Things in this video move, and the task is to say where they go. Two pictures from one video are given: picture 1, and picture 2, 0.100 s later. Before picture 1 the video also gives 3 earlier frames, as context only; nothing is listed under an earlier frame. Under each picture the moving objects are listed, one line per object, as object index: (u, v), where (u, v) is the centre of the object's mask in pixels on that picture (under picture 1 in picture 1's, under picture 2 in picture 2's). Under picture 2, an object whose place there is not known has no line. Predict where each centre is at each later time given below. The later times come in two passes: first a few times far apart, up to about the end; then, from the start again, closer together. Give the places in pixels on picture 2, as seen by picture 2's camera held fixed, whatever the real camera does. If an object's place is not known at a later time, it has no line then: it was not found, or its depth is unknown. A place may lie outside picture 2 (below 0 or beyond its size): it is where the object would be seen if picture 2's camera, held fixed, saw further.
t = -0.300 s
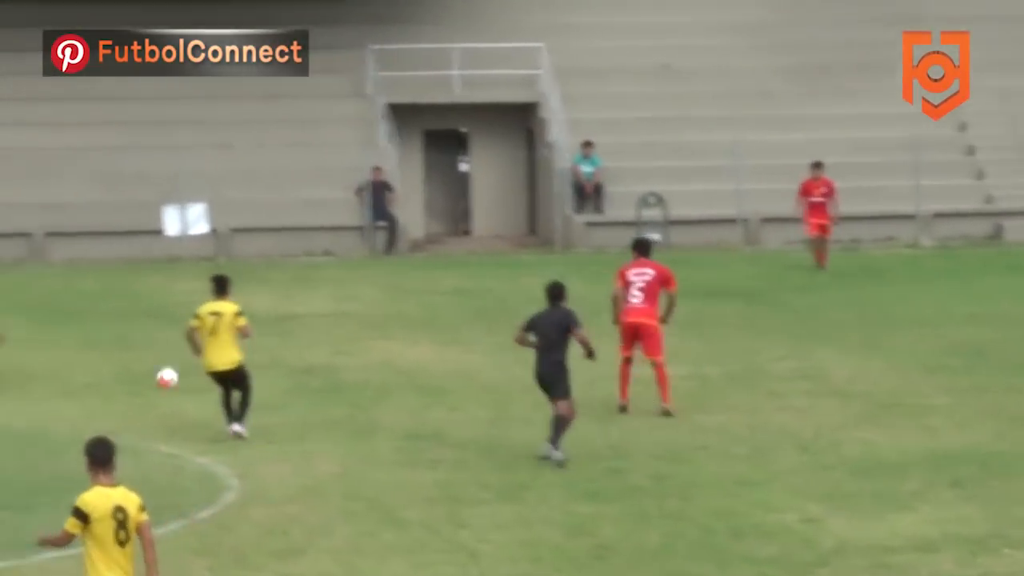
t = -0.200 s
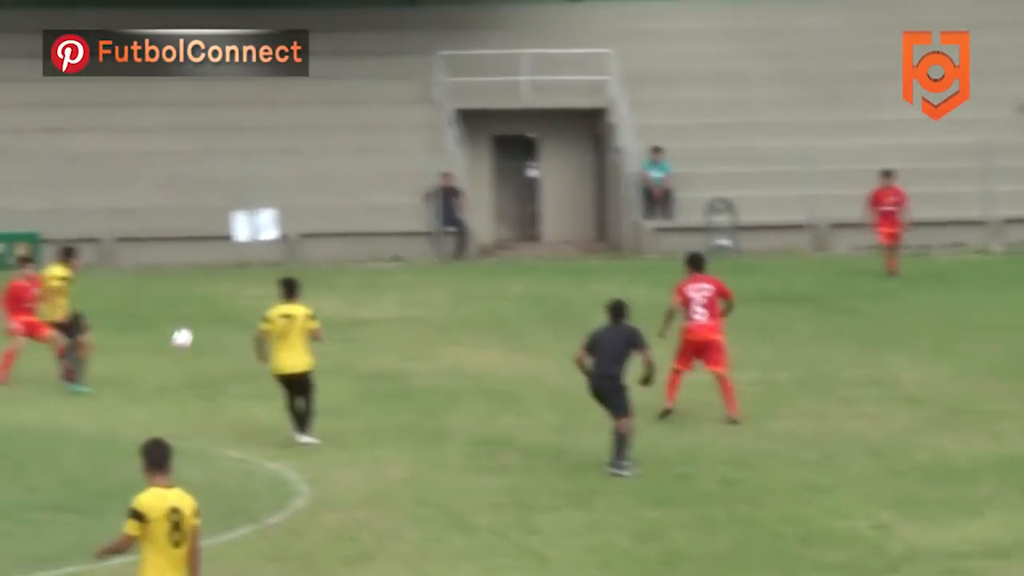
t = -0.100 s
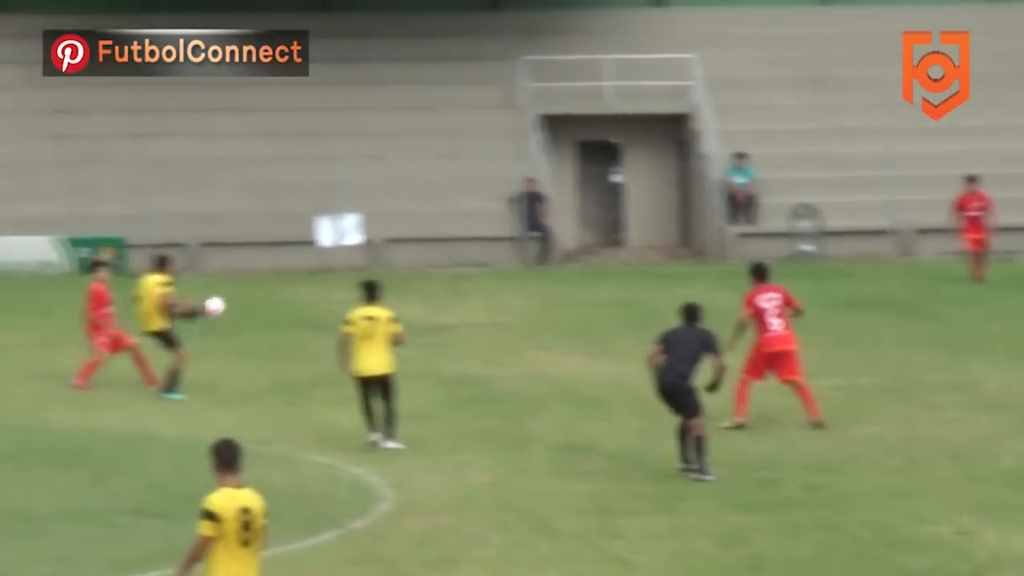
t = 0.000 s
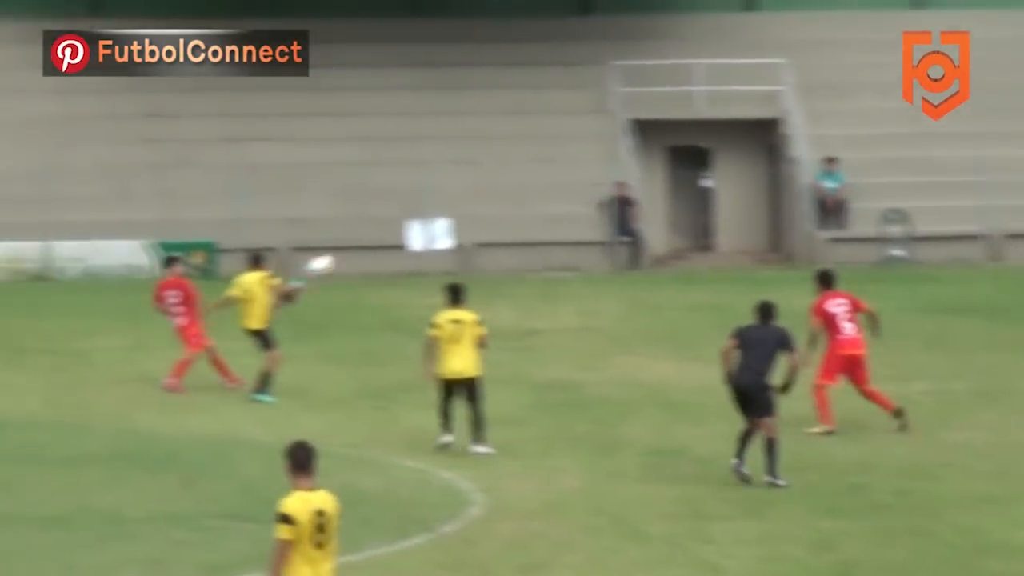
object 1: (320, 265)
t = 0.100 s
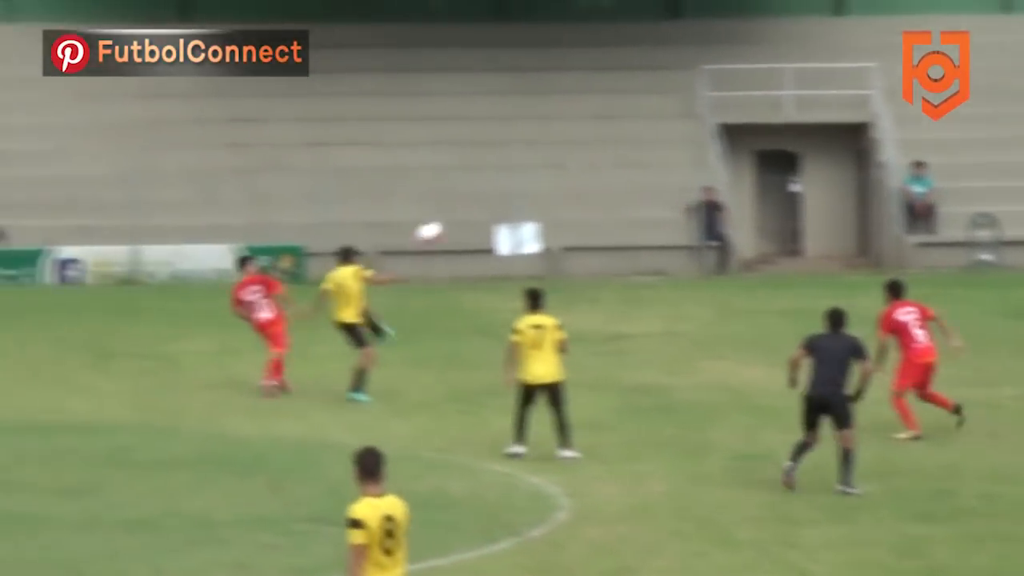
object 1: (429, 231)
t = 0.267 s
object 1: (467, 188)
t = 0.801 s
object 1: (563, 216)
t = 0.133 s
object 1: (438, 220)
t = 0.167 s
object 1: (443, 211)
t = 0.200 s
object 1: (451, 203)
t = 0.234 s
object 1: (458, 194)
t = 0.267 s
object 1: (467, 188)
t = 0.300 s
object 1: (472, 182)
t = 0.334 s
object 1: (479, 178)
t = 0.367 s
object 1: (487, 175)
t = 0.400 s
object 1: (493, 172)
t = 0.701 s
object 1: (547, 193)
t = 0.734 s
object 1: (552, 199)
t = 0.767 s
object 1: (558, 207)
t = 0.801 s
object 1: (563, 216)
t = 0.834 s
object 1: (569, 225)
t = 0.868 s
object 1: (576, 235)
